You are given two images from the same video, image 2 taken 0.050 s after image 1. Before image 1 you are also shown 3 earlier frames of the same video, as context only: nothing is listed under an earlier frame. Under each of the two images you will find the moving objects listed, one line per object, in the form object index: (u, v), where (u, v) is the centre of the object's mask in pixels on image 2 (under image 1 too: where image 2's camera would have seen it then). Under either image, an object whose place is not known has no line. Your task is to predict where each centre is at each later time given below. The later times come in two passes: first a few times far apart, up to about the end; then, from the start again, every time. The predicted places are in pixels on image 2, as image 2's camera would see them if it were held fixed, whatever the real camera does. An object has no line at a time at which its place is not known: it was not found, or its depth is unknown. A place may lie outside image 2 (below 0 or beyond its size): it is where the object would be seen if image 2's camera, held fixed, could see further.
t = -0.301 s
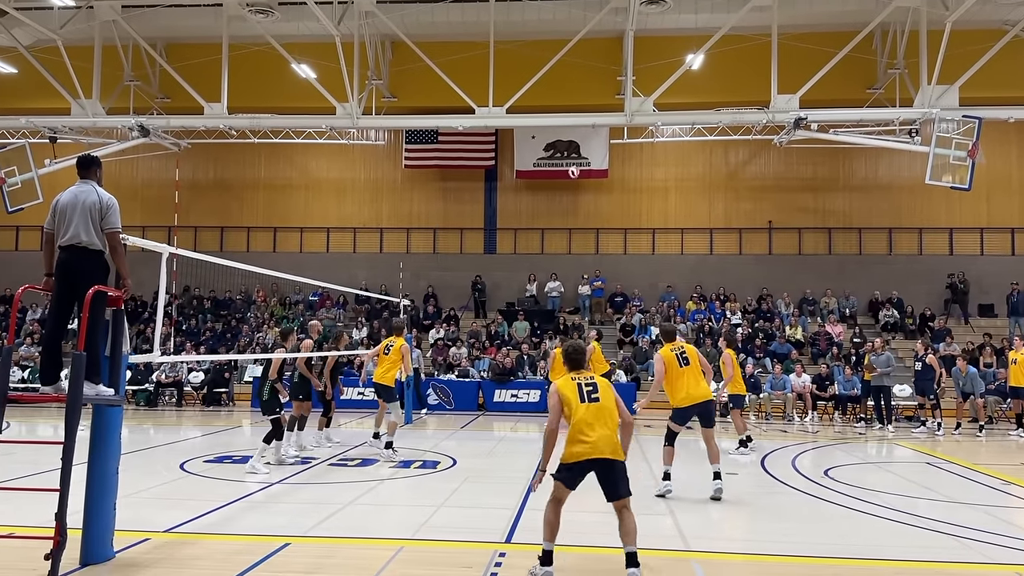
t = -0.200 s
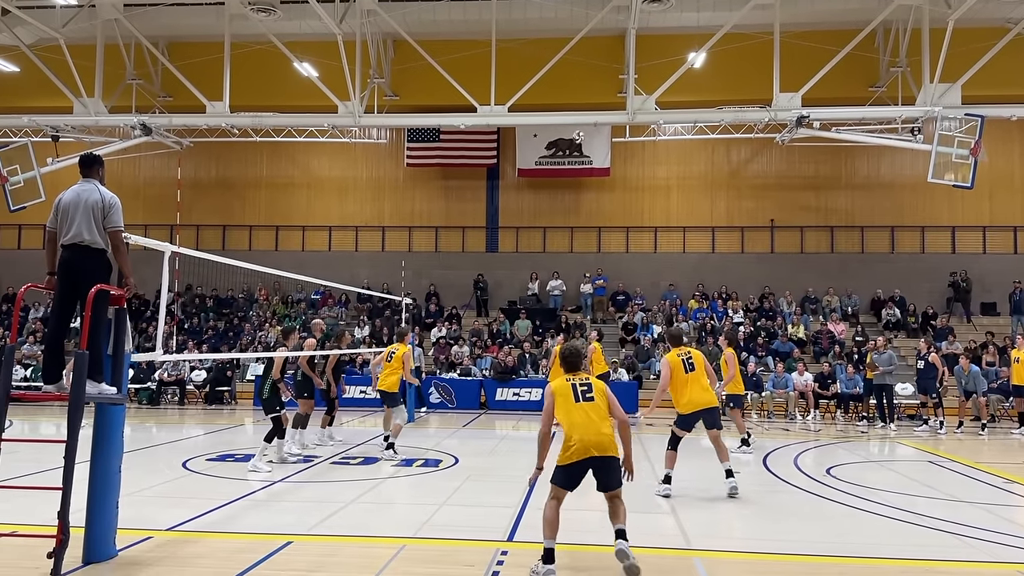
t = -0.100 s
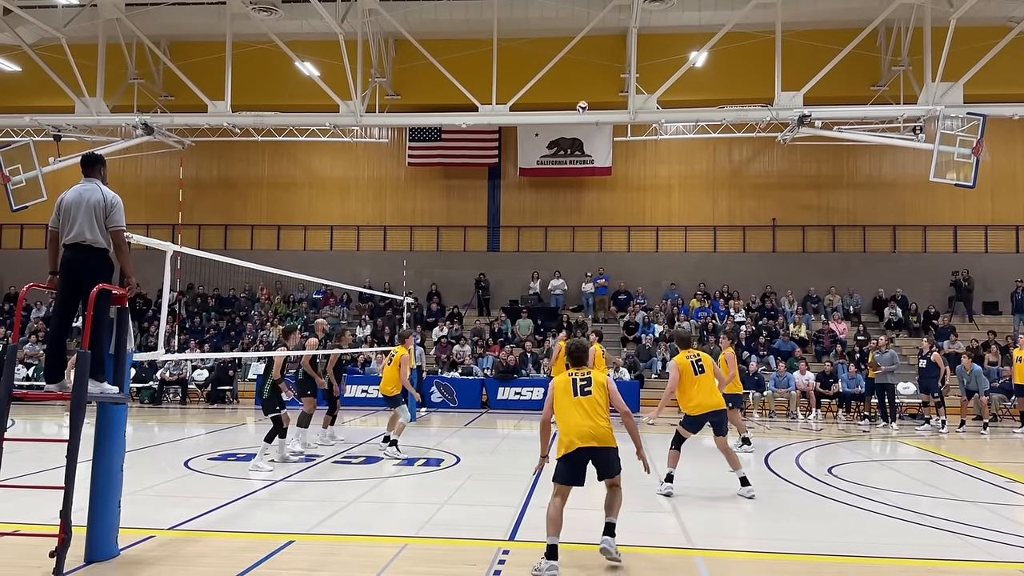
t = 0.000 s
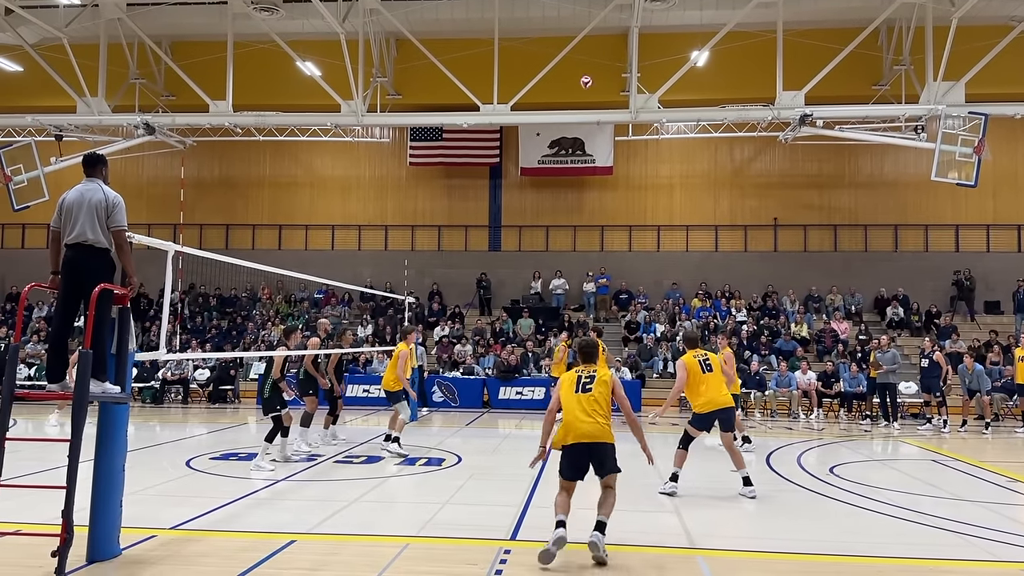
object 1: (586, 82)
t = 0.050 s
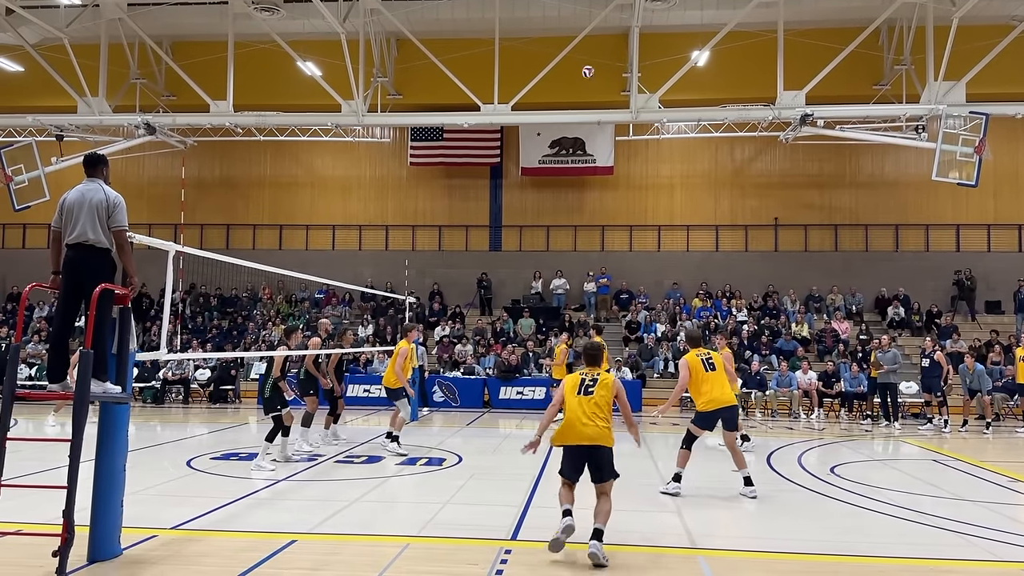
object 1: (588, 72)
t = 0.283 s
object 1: (594, 41)
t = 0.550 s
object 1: (601, 41)
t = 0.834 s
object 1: (609, 89)
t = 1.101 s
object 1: (616, 182)
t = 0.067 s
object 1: (588, 69)
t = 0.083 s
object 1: (588, 65)
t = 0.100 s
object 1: (589, 62)
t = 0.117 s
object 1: (590, 60)
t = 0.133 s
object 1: (590, 58)
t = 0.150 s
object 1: (590, 55)
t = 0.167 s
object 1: (591, 53)
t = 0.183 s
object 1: (591, 51)
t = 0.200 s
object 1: (592, 49)
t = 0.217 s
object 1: (592, 47)
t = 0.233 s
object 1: (592, 45)
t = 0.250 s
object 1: (593, 43)
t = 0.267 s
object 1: (594, 42)
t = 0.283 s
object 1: (594, 41)
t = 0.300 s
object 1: (594, 39)
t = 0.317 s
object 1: (595, 39)
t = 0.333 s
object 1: (595, 38)
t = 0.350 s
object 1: (595, 37)
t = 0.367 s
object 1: (596, 37)
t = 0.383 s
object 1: (597, 36)
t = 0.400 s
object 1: (597, 36)
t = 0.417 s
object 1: (597, 36)
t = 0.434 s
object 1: (598, 36)
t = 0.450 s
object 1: (598, 36)
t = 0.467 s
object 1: (599, 37)
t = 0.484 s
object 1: (600, 37)
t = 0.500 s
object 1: (600, 38)
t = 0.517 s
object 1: (600, 39)
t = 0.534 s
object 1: (601, 40)
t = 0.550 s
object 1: (601, 41)
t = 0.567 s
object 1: (602, 43)
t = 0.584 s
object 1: (602, 44)
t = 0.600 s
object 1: (603, 46)
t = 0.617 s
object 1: (603, 48)
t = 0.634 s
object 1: (603, 50)
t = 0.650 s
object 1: (604, 53)
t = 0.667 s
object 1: (604, 55)
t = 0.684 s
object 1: (605, 57)
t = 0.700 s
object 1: (605, 60)
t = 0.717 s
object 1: (605, 63)
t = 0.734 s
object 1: (606, 66)
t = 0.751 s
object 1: (607, 69)
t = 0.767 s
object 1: (607, 73)
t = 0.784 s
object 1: (607, 77)
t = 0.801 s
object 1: (608, 81)
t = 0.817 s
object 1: (608, 85)
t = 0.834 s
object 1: (609, 89)
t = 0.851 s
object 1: (609, 93)
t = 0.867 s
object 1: (609, 98)
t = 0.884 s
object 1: (610, 103)
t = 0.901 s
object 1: (610, 107)
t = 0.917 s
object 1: (610, 112)
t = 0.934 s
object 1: (610, 118)
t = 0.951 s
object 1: (610, 124)
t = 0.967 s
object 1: (612, 130)
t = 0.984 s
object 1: (614, 134)
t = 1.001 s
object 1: (614, 141)
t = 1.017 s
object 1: (615, 147)
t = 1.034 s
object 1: (615, 154)
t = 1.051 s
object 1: (616, 161)
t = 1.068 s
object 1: (616, 168)
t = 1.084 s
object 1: (616, 174)
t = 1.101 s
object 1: (616, 182)
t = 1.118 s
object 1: (617, 189)
